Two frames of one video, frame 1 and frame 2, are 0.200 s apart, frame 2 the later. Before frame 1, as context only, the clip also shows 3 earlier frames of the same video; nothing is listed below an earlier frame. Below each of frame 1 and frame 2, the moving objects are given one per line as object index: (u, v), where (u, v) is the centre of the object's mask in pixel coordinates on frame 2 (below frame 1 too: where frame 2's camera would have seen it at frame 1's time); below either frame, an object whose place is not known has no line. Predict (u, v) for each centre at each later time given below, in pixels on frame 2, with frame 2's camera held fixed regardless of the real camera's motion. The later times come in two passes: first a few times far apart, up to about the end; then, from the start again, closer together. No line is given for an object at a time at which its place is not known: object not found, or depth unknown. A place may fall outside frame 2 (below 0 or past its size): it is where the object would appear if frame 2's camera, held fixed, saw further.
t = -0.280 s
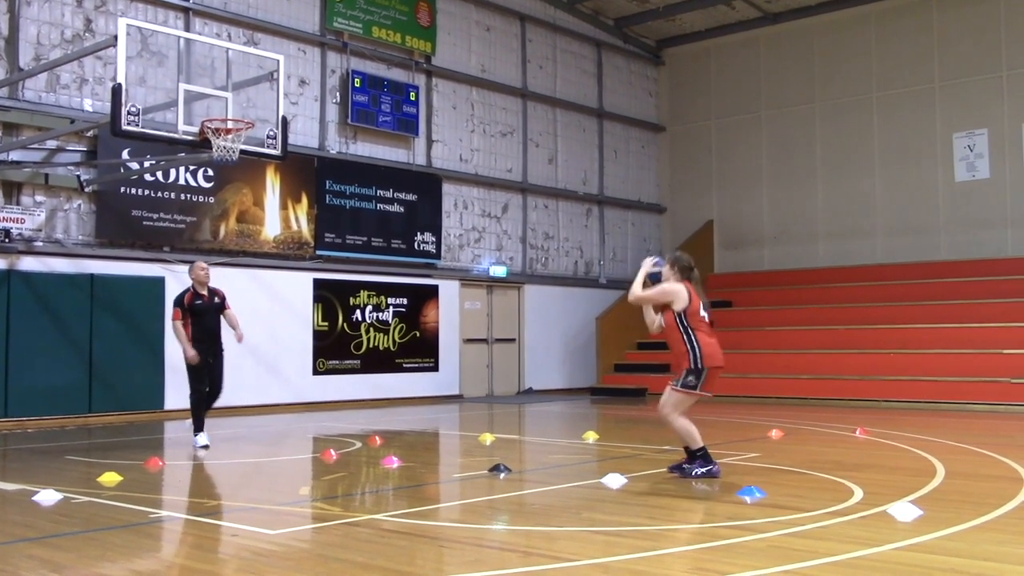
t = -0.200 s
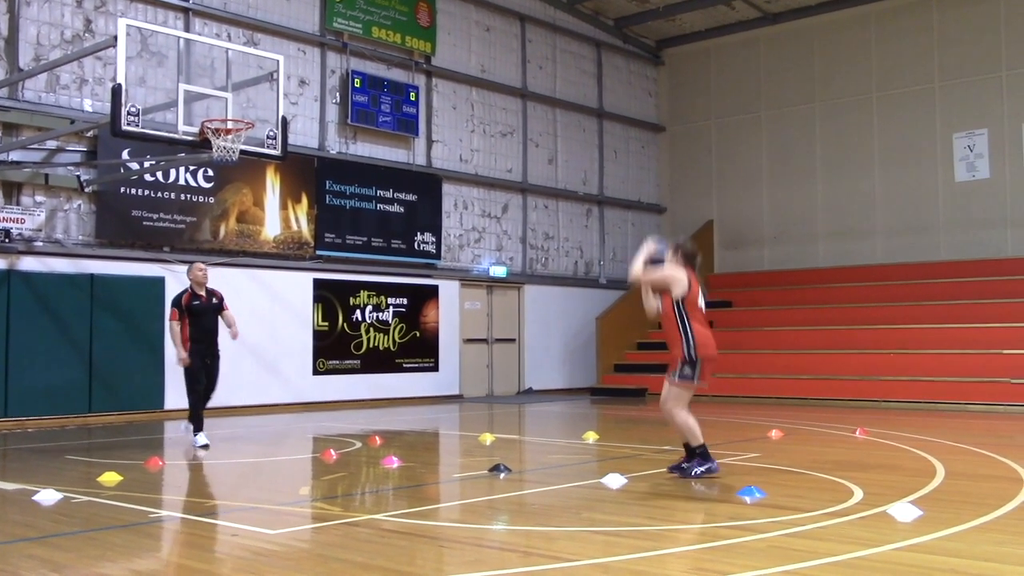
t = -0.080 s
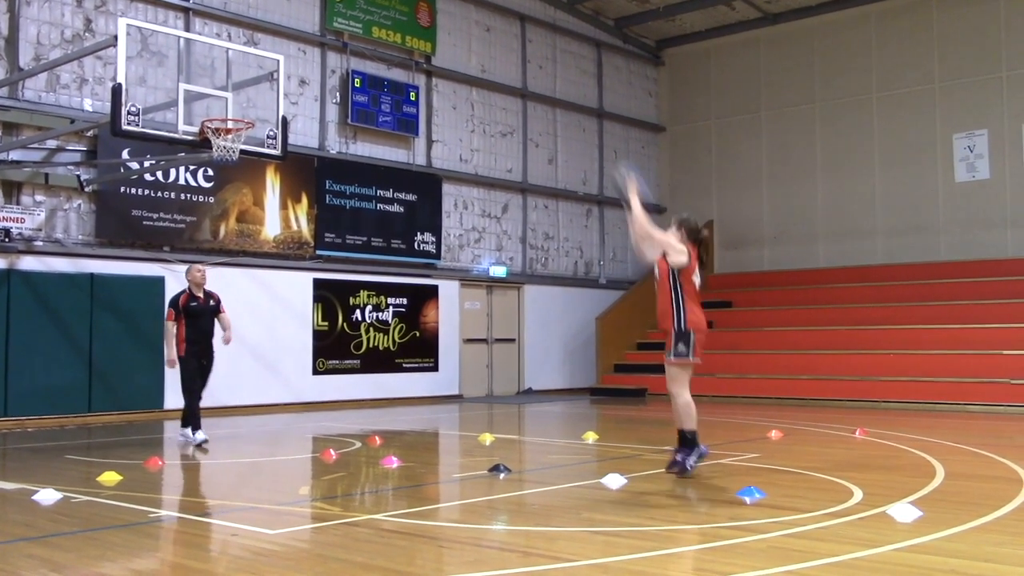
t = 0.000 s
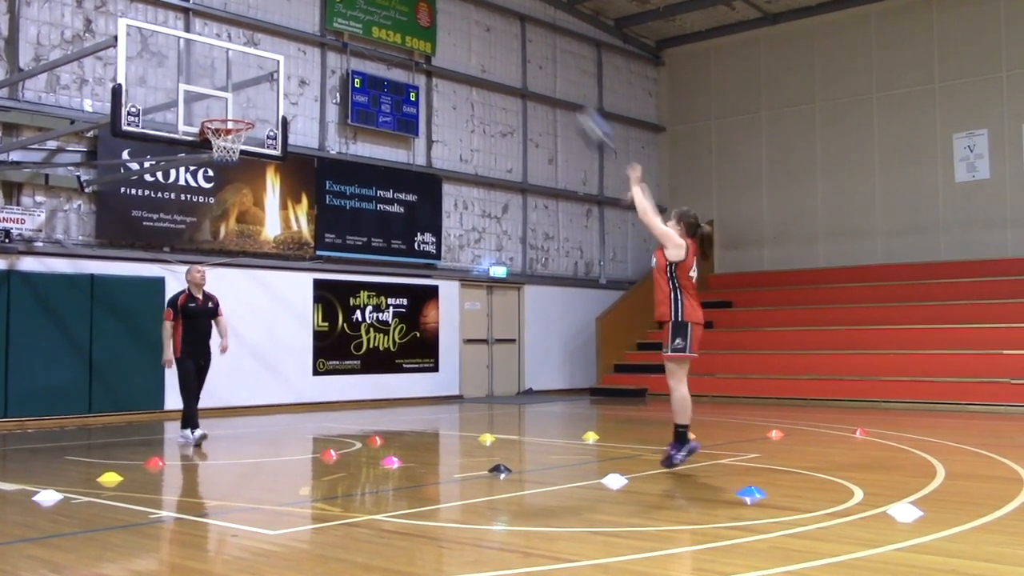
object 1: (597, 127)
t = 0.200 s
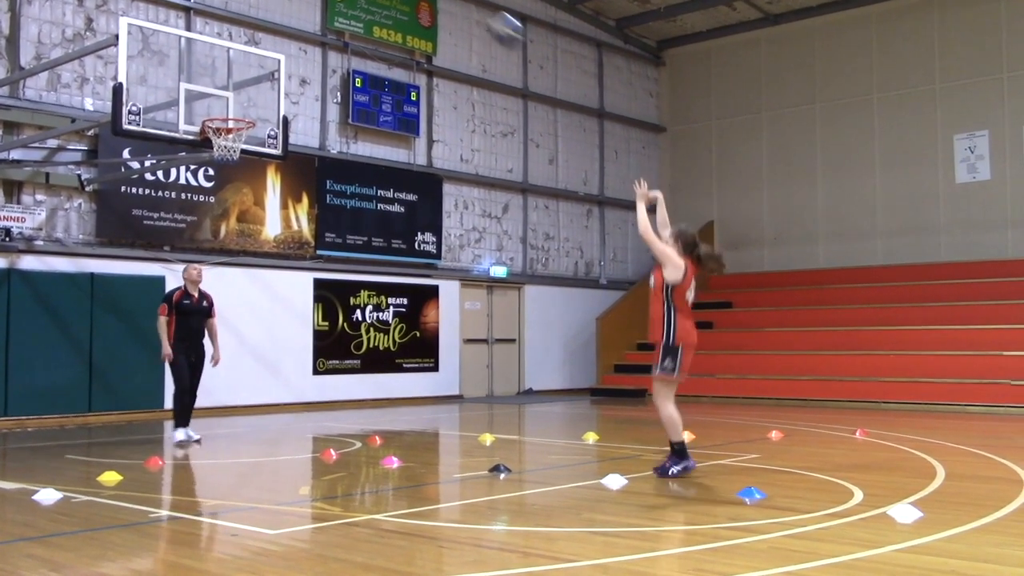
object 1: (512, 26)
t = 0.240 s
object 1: (496, 13)
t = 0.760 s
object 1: (306, 13)
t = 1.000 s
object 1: (234, 102)
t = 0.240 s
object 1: (496, 13)
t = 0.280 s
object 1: (483, 6)
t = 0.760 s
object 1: (306, 13)
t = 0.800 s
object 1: (294, 22)
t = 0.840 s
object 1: (278, 38)
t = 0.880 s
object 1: (268, 53)
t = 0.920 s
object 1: (257, 70)
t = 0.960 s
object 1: (243, 84)
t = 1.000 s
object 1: (234, 102)
